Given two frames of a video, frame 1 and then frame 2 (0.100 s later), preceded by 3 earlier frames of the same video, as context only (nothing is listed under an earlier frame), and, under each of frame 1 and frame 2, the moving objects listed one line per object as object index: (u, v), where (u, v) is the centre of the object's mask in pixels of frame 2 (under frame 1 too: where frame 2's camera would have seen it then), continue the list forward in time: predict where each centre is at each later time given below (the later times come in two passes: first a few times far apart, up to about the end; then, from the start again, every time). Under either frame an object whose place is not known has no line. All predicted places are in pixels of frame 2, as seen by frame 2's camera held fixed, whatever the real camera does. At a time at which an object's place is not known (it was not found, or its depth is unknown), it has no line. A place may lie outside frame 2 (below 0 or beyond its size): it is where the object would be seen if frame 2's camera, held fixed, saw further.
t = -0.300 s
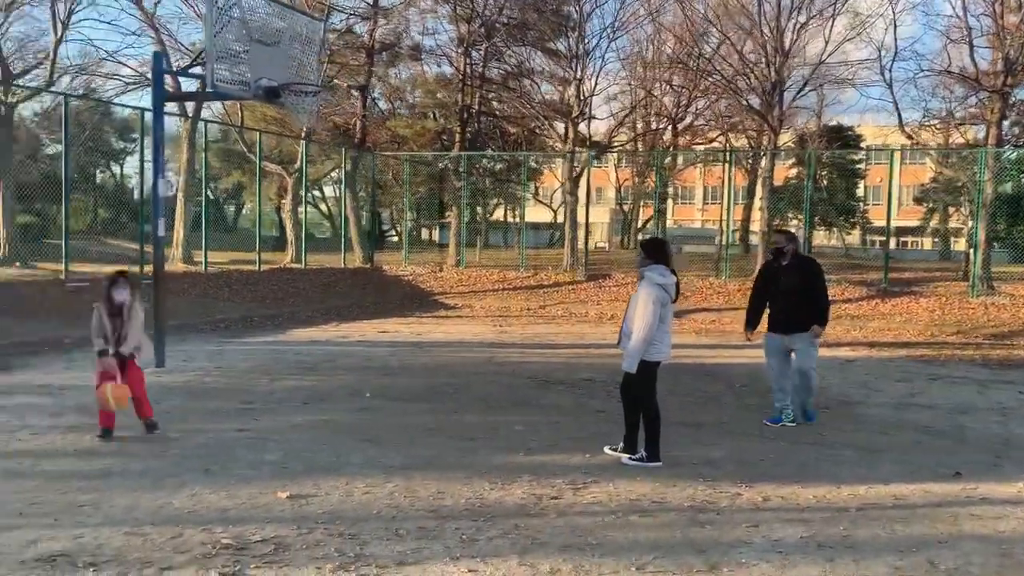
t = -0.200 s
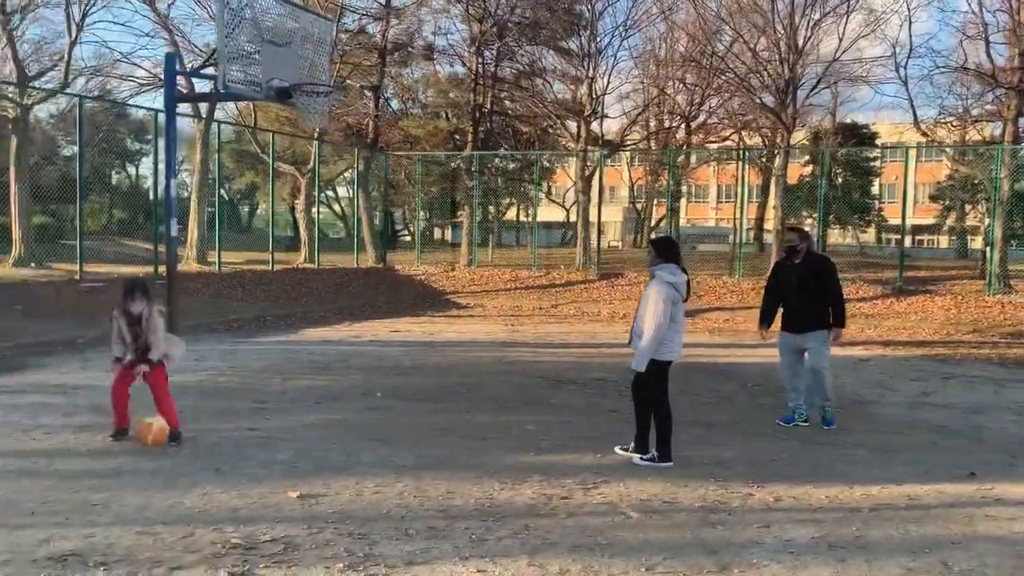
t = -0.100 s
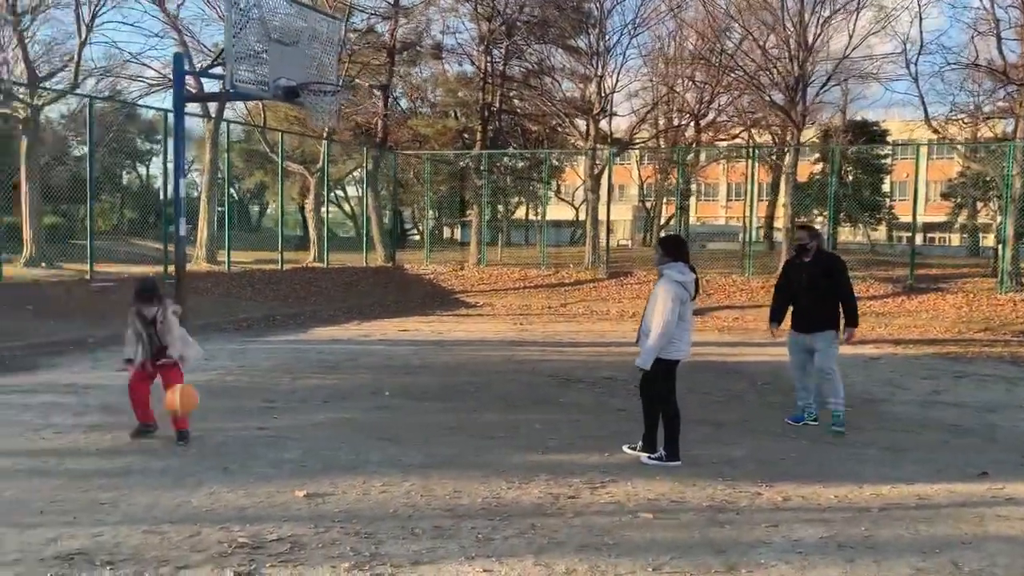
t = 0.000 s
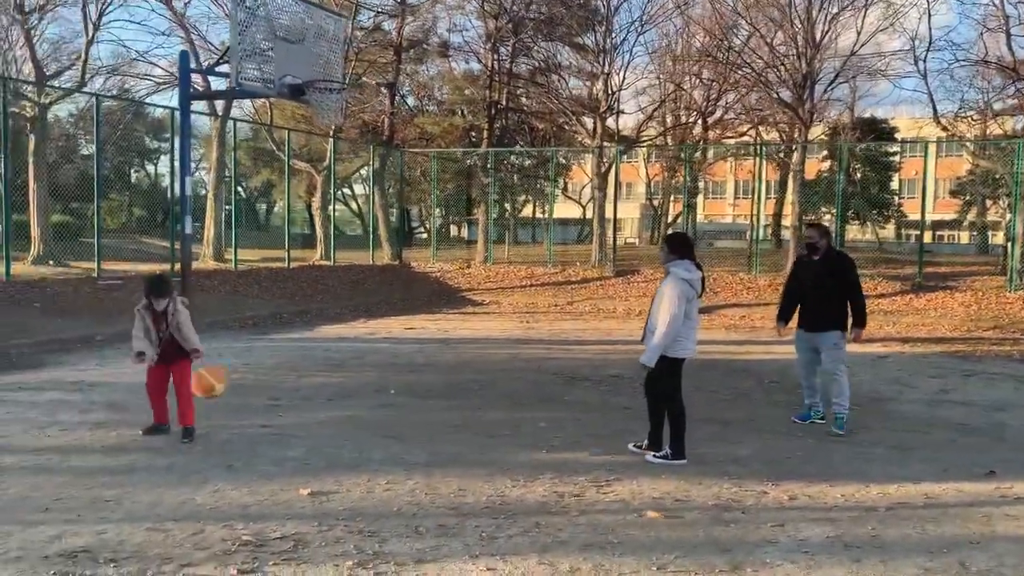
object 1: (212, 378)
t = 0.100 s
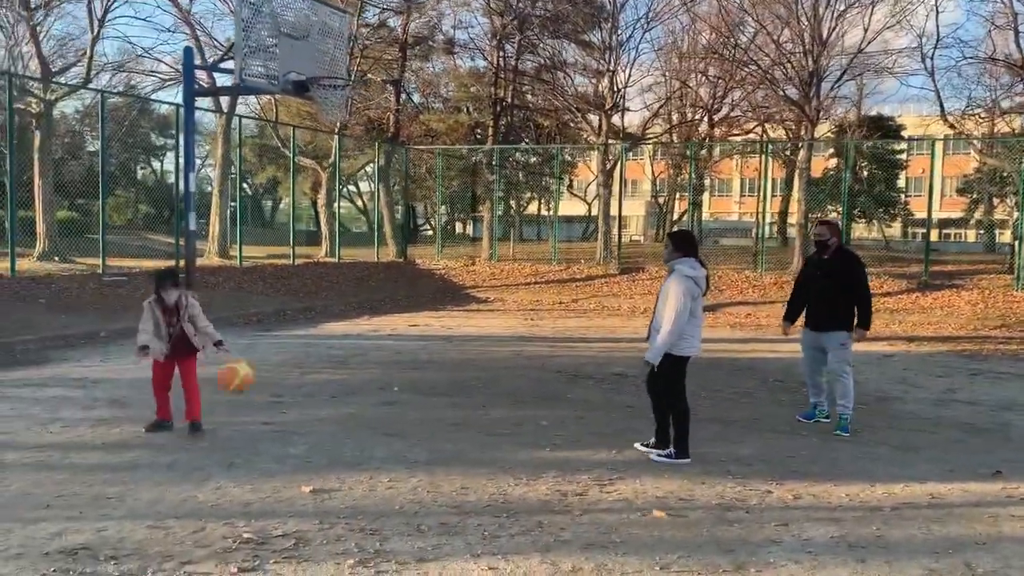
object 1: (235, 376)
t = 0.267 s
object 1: (274, 406)
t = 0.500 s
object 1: (339, 433)
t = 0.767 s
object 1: (422, 438)
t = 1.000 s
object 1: (510, 478)
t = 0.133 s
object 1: (244, 378)
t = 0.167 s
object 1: (250, 382)
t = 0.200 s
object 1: (259, 389)
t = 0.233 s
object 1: (267, 397)
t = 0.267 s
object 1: (274, 406)
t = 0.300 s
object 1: (283, 416)
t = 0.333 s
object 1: (292, 430)
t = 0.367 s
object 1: (301, 445)
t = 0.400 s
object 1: (311, 460)
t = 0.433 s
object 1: (319, 449)
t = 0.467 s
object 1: (329, 441)
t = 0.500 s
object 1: (339, 433)
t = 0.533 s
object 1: (348, 427)
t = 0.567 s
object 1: (357, 423)
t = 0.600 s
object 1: (368, 421)
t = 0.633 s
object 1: (379, 421)
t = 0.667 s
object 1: (389, 422)
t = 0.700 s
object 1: (400, 426)
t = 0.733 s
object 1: (411, 430)
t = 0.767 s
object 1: (422, 438)
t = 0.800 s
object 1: (435, 447)
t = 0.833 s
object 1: (446, 458)
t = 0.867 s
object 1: (458, 471)
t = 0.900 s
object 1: (470, 485)
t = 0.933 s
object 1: (483, 491)
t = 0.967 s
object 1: (497, 483)
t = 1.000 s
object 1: (510, 478)
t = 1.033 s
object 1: (525, 474)
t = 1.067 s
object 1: (540, 473)
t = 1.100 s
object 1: (554, 474)
